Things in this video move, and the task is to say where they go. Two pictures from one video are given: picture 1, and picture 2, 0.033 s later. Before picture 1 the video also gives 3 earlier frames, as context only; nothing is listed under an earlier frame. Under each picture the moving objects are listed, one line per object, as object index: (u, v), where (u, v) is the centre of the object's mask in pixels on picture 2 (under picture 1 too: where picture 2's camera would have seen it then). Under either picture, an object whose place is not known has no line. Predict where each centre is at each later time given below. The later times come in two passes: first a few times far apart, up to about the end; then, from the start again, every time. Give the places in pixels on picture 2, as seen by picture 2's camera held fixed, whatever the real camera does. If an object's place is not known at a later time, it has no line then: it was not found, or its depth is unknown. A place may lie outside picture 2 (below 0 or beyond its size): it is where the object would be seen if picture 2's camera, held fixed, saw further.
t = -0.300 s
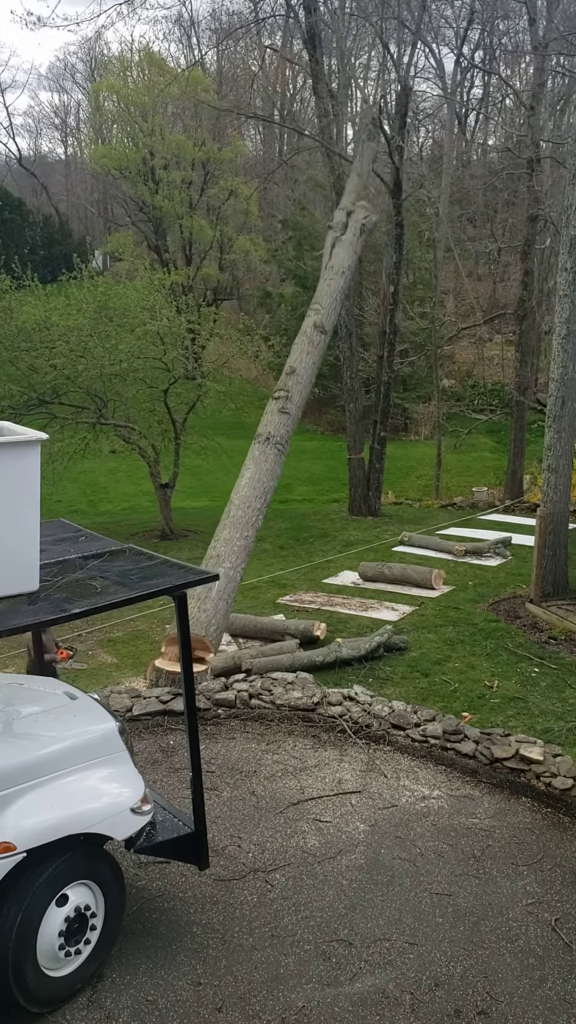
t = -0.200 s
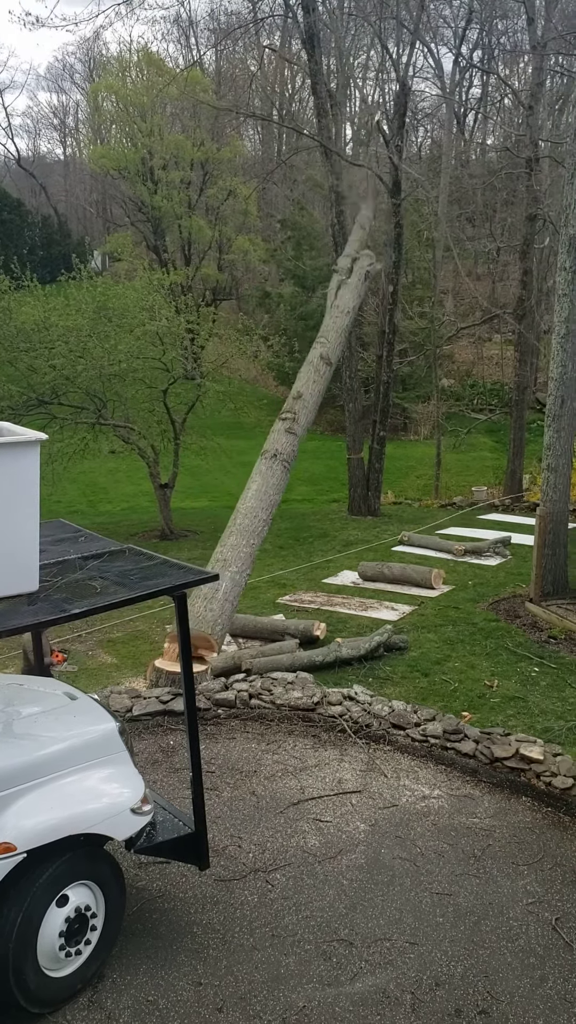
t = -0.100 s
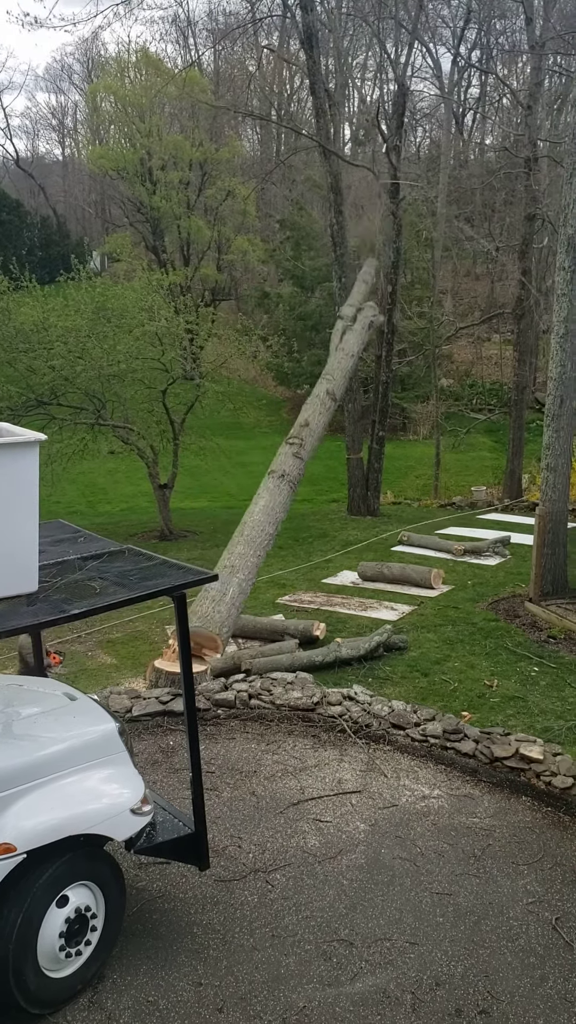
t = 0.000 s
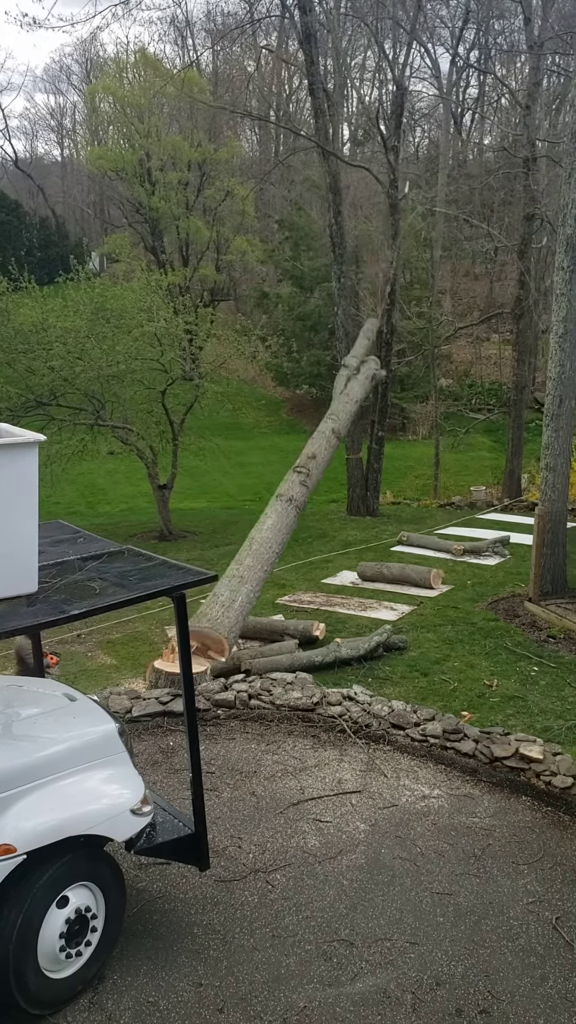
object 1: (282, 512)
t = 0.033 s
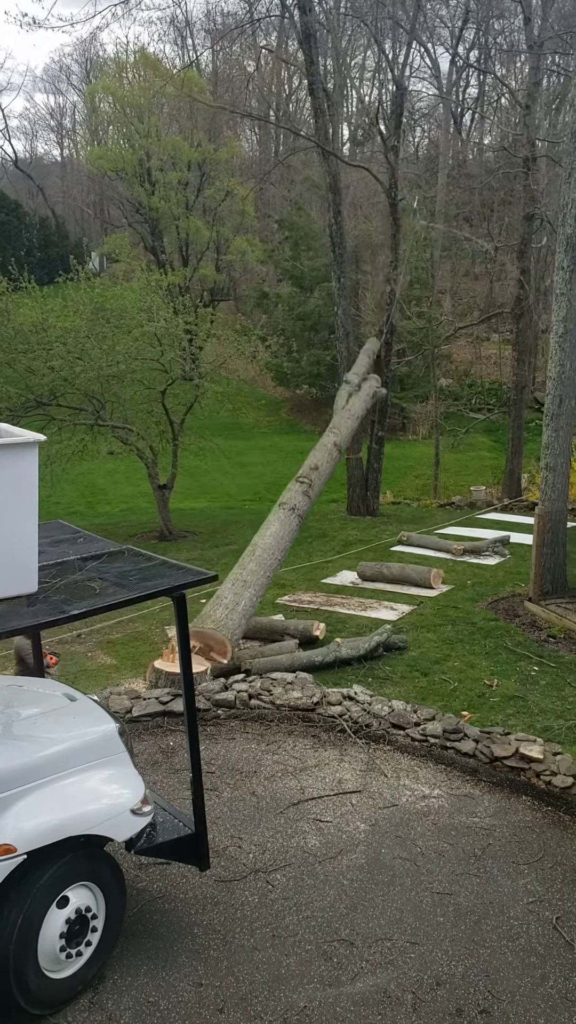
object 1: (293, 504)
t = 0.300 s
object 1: (299, 559)
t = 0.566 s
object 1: (288, 579)
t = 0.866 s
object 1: (290, 572)
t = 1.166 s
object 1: (289, 577)
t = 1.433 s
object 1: (288, 577)
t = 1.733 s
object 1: (289, 576)
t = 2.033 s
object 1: (290, 575)
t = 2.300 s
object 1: (289, 576)
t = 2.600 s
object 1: (290, 575)
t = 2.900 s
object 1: (290, 575)
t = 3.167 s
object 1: (289, 576)
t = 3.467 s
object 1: (289, 576)
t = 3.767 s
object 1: (289, 576)
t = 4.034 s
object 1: (289, 576)
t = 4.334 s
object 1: (288, 577)
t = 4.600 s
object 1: (288, 577)
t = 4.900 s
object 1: (288, 577)
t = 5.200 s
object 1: (288, 576)
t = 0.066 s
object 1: (295, 515)
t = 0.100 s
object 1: (289, 535)
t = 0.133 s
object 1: (292, 544)
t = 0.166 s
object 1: (294, 550)
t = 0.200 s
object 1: (294, 557)
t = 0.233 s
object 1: (292, 563)
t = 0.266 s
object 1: (297, 559)
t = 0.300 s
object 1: (299, 559)
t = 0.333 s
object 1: (301, 560)
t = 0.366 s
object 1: (303, 558)
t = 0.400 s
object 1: (301, 561)
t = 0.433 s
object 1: (294, 571)
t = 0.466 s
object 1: (291, 576)
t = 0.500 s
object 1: (290, 577)
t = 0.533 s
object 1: (288, 579)
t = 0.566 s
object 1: (288, 579)
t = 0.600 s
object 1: (288, 579)
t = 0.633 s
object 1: (286, 581)
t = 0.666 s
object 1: (290, 575)
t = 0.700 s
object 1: (292, 571)
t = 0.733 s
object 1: (285, 580)
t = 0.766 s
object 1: (284, 581)
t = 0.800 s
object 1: (284, 581)
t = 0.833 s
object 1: (289, 573)
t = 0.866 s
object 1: (290, 572)
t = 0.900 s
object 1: (283, 582)
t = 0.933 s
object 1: (289, 574)
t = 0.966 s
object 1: (290, 572)
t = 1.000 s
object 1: (287, 576)
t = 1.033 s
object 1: (289, 574)
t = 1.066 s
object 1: (290, 574)
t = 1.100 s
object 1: (289, 575)
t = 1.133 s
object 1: (290, 575)
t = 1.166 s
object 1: (289, 577)
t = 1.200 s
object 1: (290, 576)
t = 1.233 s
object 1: (290, 575)
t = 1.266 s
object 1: (289, 576)
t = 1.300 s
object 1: (289, 576)
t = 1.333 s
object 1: (288, 577)
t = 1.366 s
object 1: (289, 576)
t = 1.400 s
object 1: (289, 575)
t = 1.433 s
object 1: (288, 577)
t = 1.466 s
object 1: (289, 576)
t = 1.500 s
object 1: (290, 575)
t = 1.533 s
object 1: (288, 577)
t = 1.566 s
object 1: (289, 576)
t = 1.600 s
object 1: (288, 578)
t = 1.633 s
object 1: (289, 576)
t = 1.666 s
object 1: (290, 576)
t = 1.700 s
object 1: (289, 577)
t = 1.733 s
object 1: (289, 576)
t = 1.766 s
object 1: (289, 576)
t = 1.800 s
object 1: (289, 576)
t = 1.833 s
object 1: (288, 579)
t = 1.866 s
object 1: (289, 576)
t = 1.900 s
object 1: (289, 576)
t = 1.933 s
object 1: (290, 575)
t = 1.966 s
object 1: (288, 578)
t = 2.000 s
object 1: (290, 576)
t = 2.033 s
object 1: (290, 575)
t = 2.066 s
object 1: (288, 577)
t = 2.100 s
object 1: (289, 576)
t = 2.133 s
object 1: (288, 577)
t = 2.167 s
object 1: (290, 575)
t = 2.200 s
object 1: (289, 577)
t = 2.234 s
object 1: (290, 575)
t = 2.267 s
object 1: (290, 575)
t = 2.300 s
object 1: (289, 576)
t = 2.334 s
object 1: (289, 576)
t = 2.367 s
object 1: (290, 575)
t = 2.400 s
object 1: (290, 574)
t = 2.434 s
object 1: (289, 577)
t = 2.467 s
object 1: (290, 575)
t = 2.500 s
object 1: (290, 575)
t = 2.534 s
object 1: (291, 574)
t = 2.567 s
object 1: (289, 576)
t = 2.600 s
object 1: (290, 575)
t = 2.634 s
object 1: (290, 575)
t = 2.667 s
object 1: (289, 577)
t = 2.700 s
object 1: (290, 575)
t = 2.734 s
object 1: (289, 576)
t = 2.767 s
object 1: (289, 575)
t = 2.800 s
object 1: (288, 577)
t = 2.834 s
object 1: (290, 575)
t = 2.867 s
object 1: (289, 576)
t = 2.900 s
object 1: (290, 575)
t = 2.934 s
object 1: (290, 575)
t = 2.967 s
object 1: (289, 576)
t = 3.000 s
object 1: (290, 575)
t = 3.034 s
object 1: (290, 576)
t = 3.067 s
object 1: (289, 576)
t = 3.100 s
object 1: (290, 575)
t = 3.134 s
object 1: (288, 577)
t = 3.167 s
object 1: (289, 576)
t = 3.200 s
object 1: (289, 576)
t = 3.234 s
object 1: (289, 576)
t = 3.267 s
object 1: (289, 576)
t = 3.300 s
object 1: (289, 576)
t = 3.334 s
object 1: (289, 576)
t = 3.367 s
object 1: (289, 576)
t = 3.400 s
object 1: (288, 577)
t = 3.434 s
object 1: (288, 576)
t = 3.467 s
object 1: (289, 576)
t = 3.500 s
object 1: (288, 576)
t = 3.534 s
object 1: (288, 577)
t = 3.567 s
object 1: (288, 576)
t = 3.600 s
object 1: (289, 576)
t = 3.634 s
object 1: (288, 577)
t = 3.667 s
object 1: (289, 576)
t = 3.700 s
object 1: (288, 577)
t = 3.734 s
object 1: (289, 576)
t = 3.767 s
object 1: (289, 576)
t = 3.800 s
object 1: (288, 577)
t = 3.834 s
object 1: (289, 576)
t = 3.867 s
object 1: (289, 576)
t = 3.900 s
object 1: (288, 577)
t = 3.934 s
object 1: (289, 576)
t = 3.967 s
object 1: (289, 576)
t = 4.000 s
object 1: (289, 576)
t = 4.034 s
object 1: (289, 576)
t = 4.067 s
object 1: (289, 576)
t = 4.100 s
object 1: (288, 577)
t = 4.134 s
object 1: (289, 576)
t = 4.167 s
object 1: (288, 577)
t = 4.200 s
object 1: (289, 577)
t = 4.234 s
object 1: (288, 577)
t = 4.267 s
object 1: (288, 577)
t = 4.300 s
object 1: (288, 577)
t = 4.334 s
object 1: (288, 577)
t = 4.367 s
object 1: (288, 577)
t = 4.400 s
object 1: (288, 577)
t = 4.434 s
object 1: (288, 577)
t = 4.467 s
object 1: (288, 577)
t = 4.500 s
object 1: (288, 577)
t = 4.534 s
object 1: (288, 577)
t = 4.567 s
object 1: (288, 577)
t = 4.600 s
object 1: (288, 577)
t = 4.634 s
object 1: (288, 577)
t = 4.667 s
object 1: (288, 577)
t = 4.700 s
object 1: (289, 576)
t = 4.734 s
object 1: (288, 577)
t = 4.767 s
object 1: (288, 577)
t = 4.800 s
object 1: (289, 576)
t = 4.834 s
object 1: (288, 577)
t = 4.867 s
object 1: (287, 578)
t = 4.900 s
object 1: (288, 577)
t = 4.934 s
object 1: (287, 578)
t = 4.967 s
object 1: (288, 577)
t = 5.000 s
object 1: (288, 577)
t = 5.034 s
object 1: (288, 577)
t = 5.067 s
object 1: (288, 577)
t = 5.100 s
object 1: (287, 577)
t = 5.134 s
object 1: (288, 577)
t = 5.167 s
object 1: (288, 577)
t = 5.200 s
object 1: (288, 576)
